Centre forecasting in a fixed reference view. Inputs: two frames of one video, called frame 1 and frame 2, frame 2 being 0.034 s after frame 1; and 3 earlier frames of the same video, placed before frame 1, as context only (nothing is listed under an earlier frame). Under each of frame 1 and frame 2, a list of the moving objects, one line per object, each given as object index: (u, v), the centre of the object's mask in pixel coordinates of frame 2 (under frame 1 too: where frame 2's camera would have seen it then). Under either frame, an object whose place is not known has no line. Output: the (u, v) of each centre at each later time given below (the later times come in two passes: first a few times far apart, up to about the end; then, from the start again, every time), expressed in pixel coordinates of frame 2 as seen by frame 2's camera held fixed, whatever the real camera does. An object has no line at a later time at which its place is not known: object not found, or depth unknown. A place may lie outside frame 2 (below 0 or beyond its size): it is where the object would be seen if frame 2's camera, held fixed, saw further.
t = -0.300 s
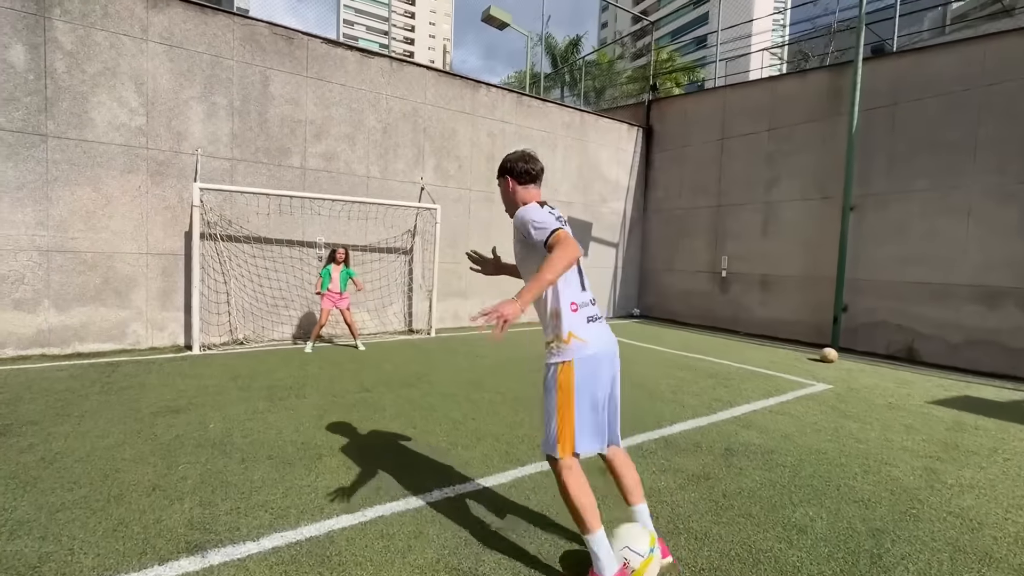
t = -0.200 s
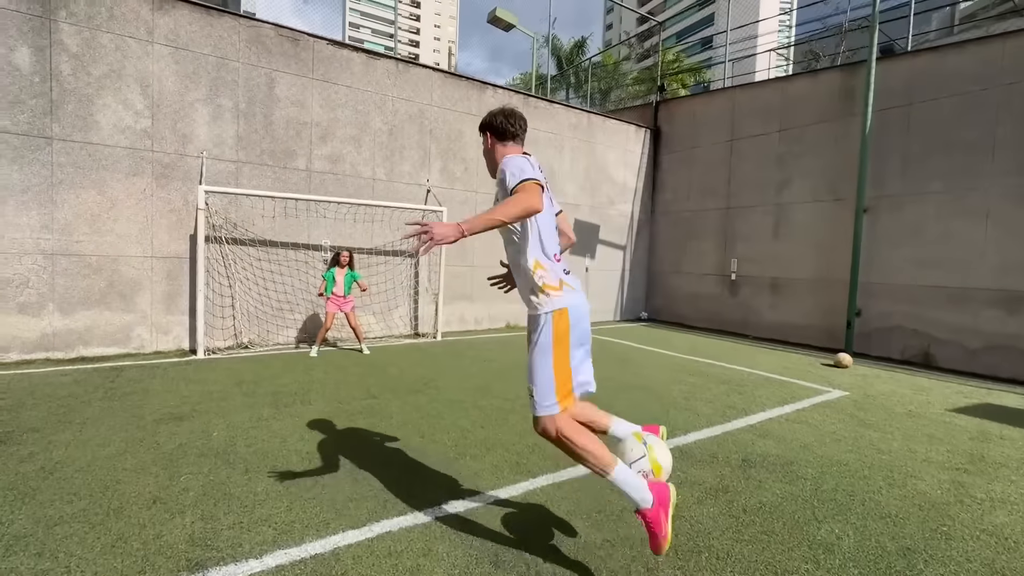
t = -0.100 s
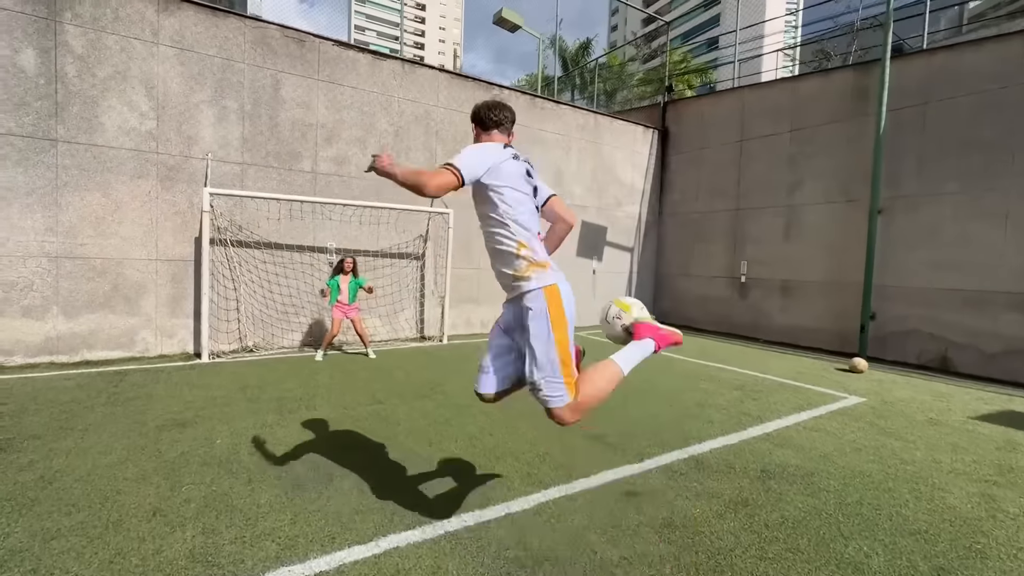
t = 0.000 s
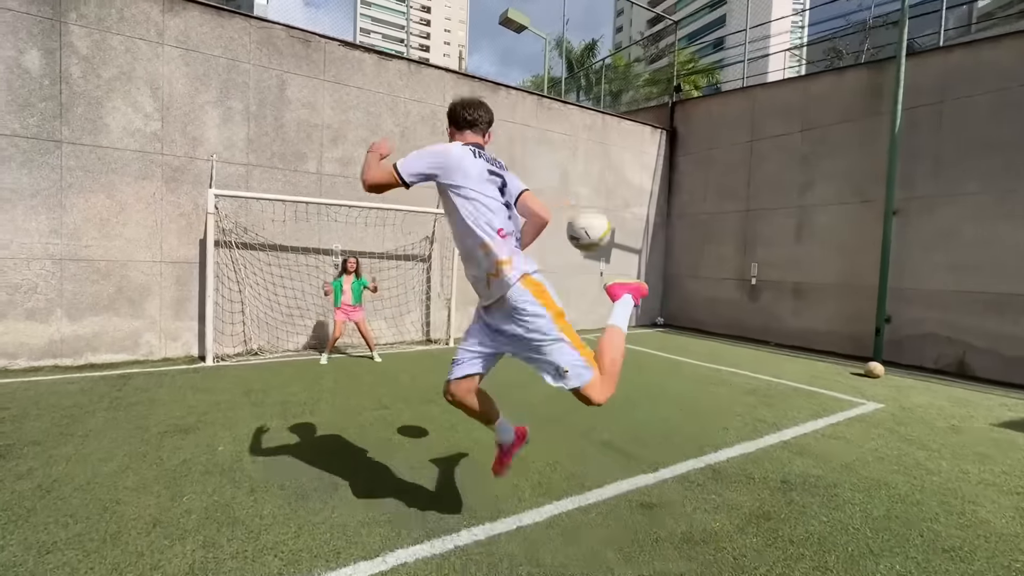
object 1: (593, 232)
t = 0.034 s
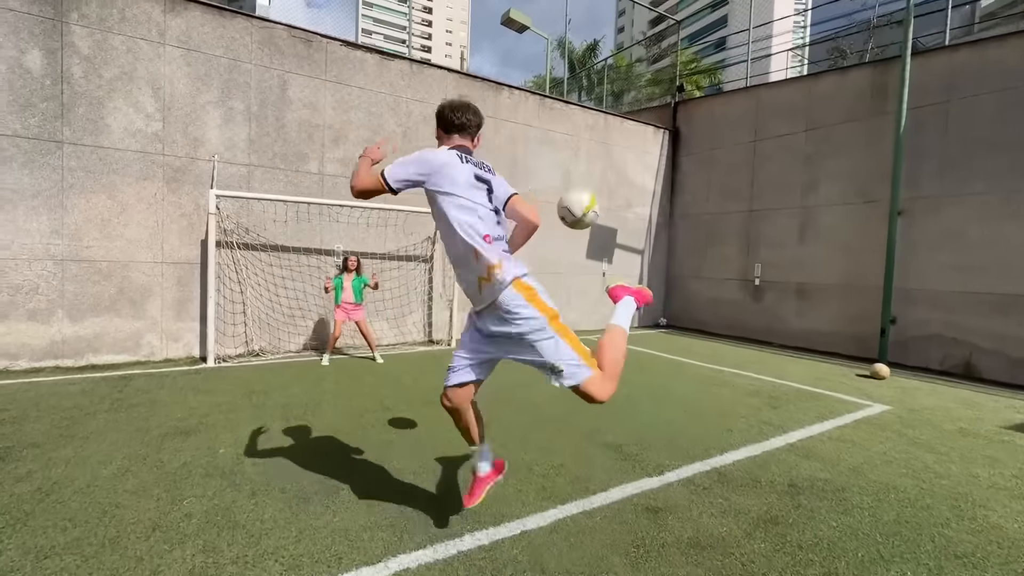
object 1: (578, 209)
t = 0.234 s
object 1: (515, 147)
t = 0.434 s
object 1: (472, 160)
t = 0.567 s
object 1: (449, 188)
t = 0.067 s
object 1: (565, 190)
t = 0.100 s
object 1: (553, 176)
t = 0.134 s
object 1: (542, 165)
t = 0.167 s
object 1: (533, 156)
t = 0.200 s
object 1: (523, 150)
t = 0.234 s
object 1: (515, 147)
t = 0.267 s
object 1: (506, 145)
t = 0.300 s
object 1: (498, 146)
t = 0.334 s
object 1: (491, 147)
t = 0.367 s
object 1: (485, 150)
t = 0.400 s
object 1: (478, 155)
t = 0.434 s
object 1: (472, 160)
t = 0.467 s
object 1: (466, 166)
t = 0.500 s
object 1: (460, 173)
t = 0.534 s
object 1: (454, 180)
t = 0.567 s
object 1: (449, 188)
